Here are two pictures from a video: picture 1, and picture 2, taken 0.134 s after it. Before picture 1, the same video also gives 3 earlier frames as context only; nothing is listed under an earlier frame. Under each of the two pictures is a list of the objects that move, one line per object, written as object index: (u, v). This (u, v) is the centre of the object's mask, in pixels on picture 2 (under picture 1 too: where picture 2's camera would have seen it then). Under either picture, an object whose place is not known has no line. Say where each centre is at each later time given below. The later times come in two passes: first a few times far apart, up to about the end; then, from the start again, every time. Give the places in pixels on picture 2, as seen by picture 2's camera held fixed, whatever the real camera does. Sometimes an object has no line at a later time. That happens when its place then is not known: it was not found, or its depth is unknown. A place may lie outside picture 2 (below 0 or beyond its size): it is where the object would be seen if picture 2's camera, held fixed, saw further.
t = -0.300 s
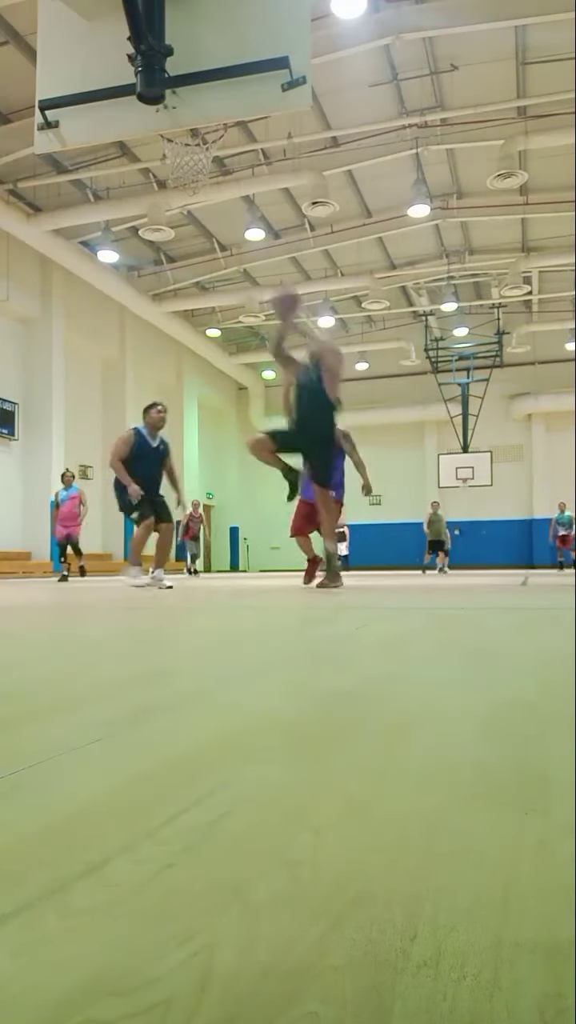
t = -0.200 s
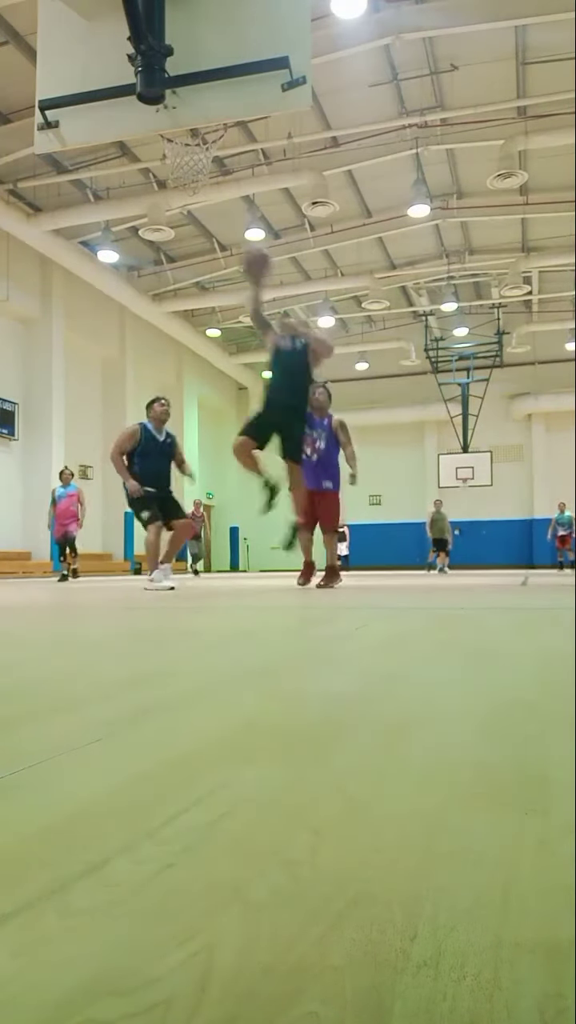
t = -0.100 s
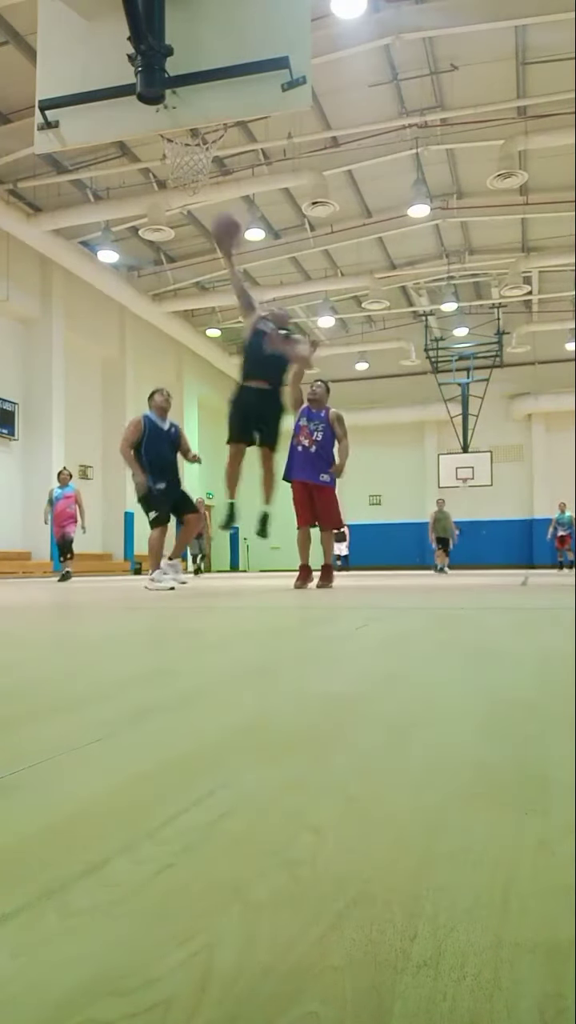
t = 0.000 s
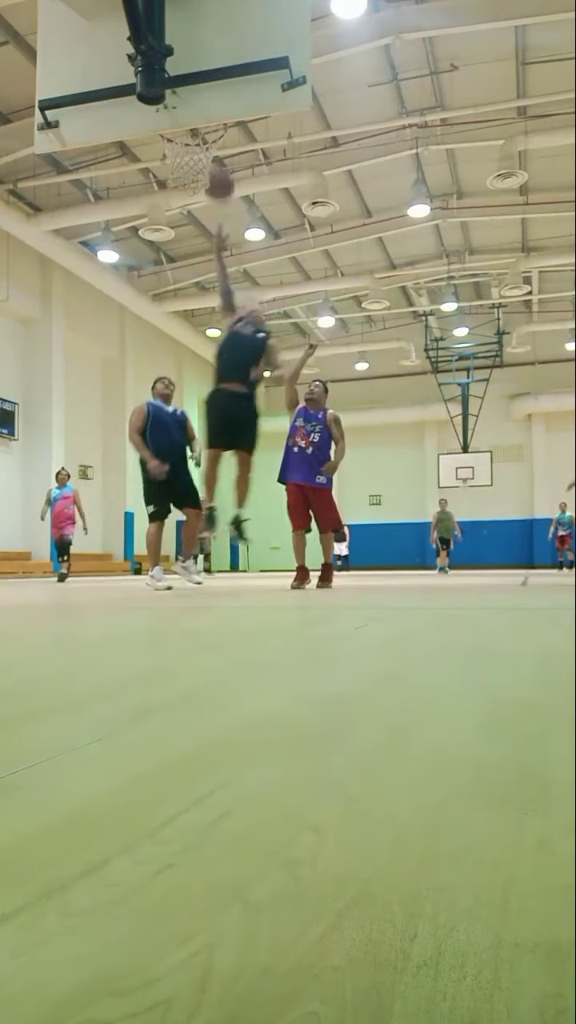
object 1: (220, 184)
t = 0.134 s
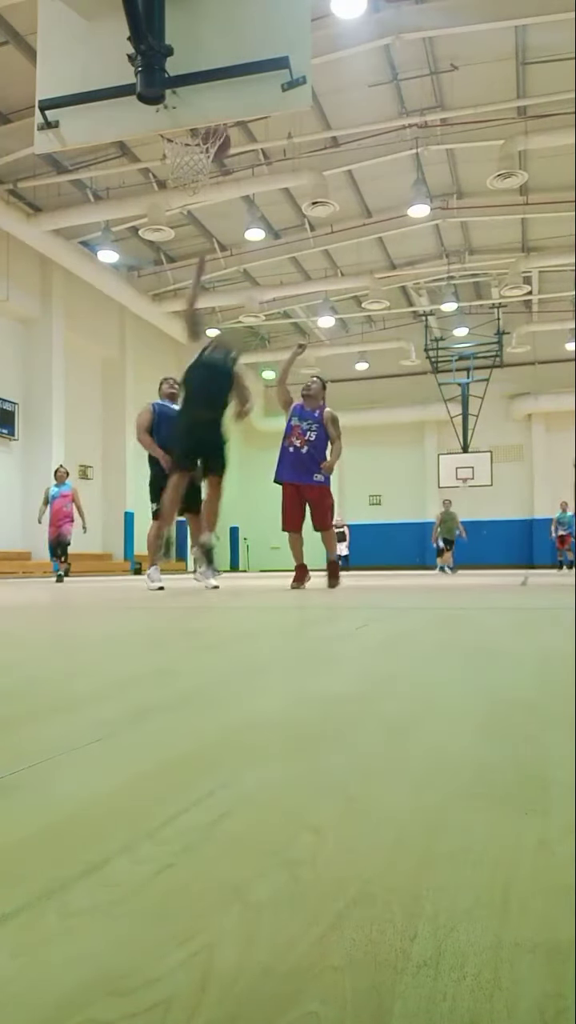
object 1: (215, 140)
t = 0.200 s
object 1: (210, 134)
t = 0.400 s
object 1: (200, 134)
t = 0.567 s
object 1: (168, 155)
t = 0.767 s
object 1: (185, 172)
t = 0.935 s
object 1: (200, 189)
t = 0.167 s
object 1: (212, 136)
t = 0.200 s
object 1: (210, 134)
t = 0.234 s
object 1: (208, 134)
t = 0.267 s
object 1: (208, 133)
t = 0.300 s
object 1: (208, 133)
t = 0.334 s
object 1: (206, 130)
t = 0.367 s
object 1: (205, 131)
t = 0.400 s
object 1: (200, 134)
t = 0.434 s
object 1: (192, 137)
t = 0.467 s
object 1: (184, 141)
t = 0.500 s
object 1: (174, 150)
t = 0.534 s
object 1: (169, 153)
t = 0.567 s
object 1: (168, 155)
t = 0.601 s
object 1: (168, 156)
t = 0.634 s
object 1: (169, 159)
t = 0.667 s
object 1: (172, 162)
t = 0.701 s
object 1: (176, 166)
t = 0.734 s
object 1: (180, 169)
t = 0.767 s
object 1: (185, 172)
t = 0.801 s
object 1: (189, 175)
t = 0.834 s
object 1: (193, 178)
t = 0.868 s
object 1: (196, 180)
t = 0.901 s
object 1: (198, 186)
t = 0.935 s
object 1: (200, 189)
